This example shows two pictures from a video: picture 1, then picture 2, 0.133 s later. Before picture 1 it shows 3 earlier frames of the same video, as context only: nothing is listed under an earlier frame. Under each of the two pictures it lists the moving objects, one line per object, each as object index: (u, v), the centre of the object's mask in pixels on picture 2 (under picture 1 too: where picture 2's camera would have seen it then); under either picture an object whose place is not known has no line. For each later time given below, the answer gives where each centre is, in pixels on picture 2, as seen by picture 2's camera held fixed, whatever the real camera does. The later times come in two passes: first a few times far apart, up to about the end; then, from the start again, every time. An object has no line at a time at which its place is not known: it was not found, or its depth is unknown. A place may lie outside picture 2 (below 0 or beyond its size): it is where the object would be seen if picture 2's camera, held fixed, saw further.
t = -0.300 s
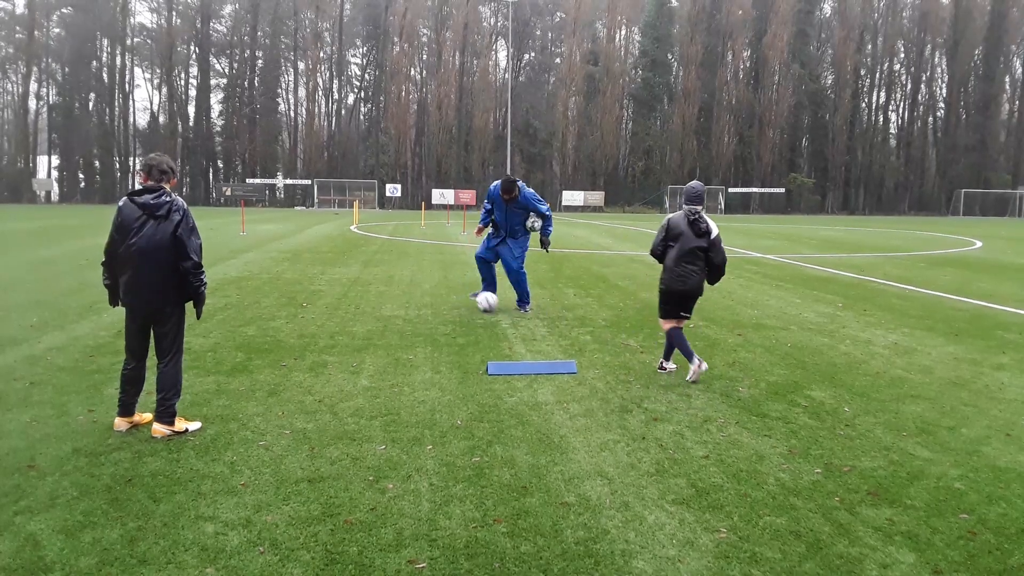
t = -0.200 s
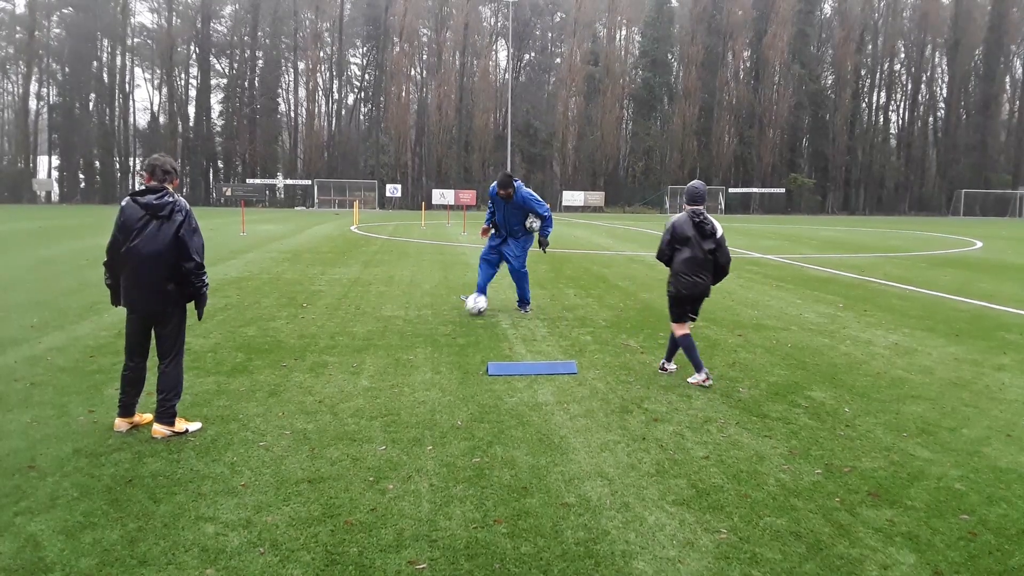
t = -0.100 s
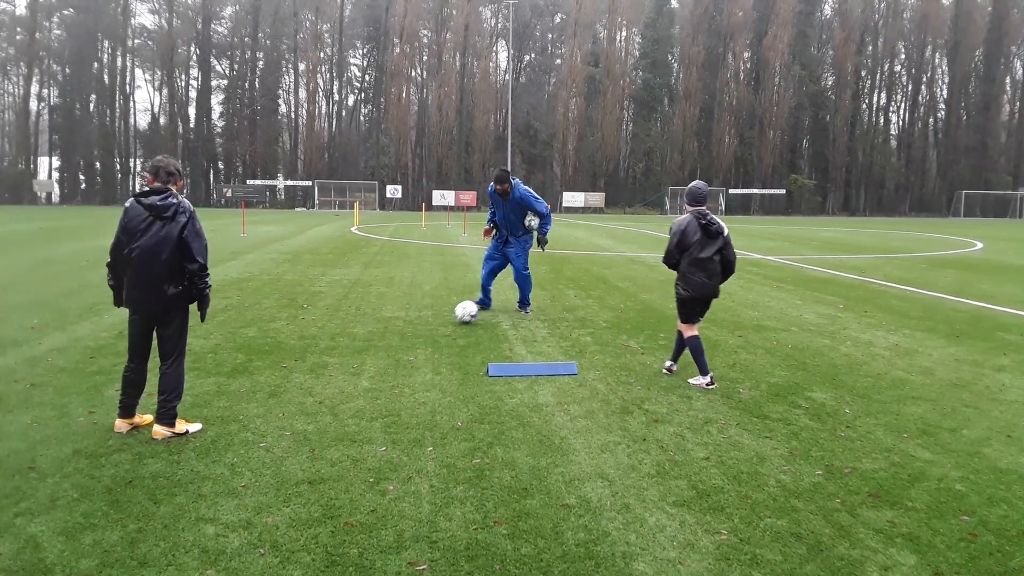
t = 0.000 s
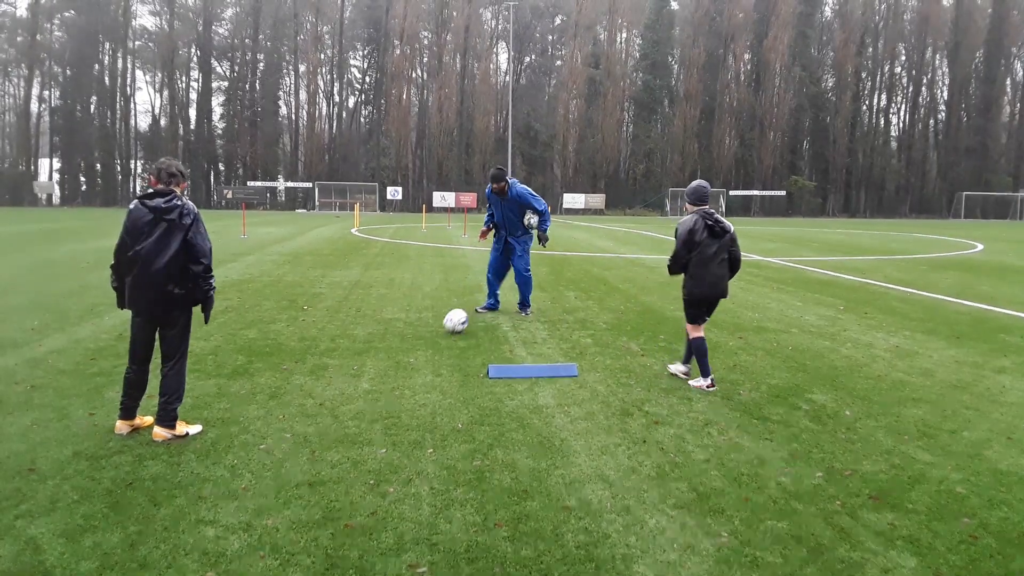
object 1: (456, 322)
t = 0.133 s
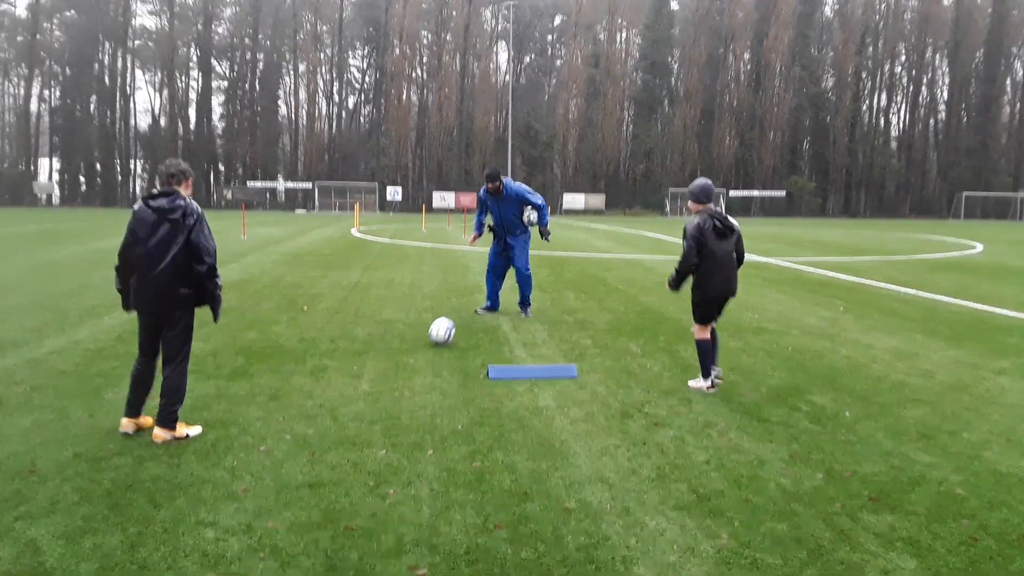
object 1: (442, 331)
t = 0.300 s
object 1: (424, 343)
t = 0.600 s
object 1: (389, 365)
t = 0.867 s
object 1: (352, 389)
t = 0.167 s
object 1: (438, 333)
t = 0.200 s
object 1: (434, 337)
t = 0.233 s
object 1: (430, 339)
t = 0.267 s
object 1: (427, 340)
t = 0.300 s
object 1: (424, 343)
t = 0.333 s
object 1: (420, 346)
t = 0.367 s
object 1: (416, 348)
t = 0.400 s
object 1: (412, 351)
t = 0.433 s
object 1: (409, 353)
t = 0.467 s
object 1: (405, 355)
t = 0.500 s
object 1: (401, 358)
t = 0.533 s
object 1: (397, 360)
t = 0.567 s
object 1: (393, 363)
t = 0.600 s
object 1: (389, 365)
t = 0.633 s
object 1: (385, 368)
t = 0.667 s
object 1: (380, 371)
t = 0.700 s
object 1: (376, 374)
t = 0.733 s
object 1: (371, 377)
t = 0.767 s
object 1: (367, 380)
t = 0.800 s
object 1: (362, 382)
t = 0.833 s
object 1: (357, 386)
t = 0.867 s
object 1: (352, 389)
